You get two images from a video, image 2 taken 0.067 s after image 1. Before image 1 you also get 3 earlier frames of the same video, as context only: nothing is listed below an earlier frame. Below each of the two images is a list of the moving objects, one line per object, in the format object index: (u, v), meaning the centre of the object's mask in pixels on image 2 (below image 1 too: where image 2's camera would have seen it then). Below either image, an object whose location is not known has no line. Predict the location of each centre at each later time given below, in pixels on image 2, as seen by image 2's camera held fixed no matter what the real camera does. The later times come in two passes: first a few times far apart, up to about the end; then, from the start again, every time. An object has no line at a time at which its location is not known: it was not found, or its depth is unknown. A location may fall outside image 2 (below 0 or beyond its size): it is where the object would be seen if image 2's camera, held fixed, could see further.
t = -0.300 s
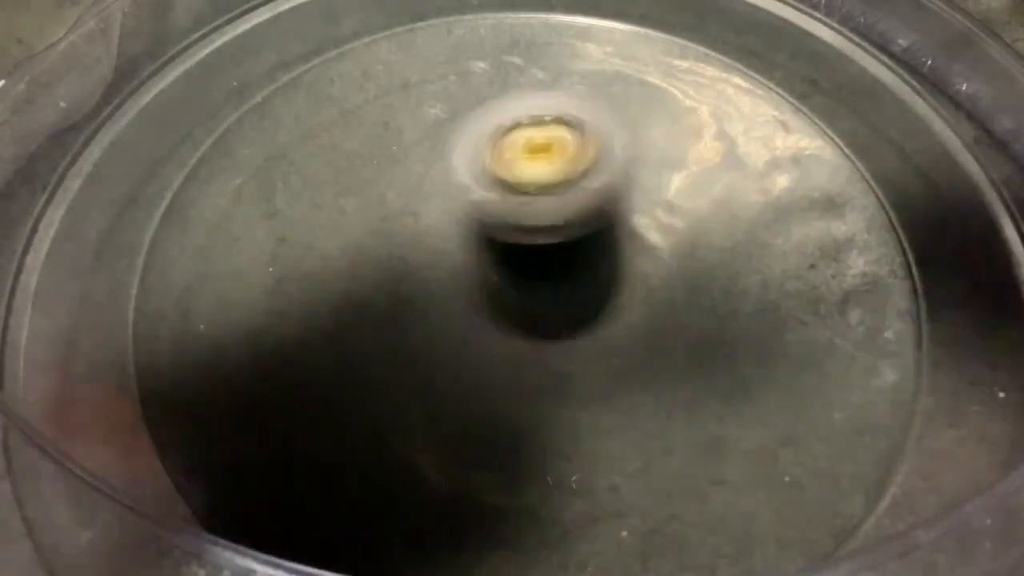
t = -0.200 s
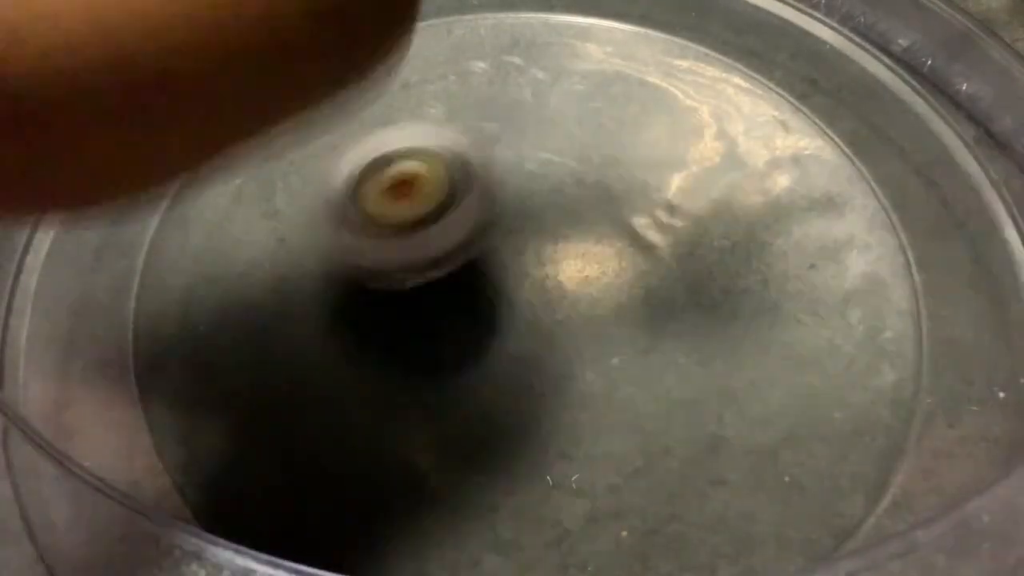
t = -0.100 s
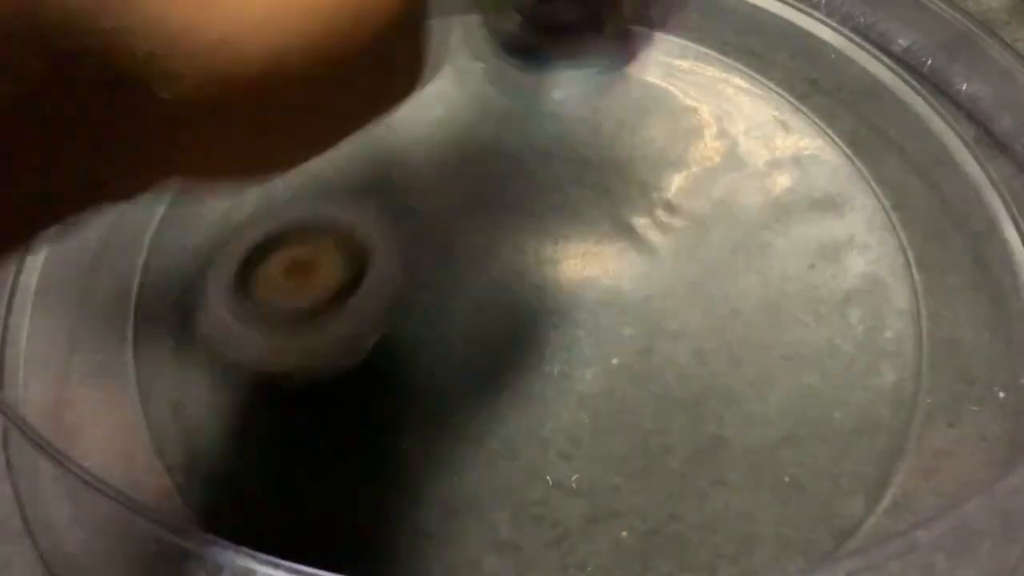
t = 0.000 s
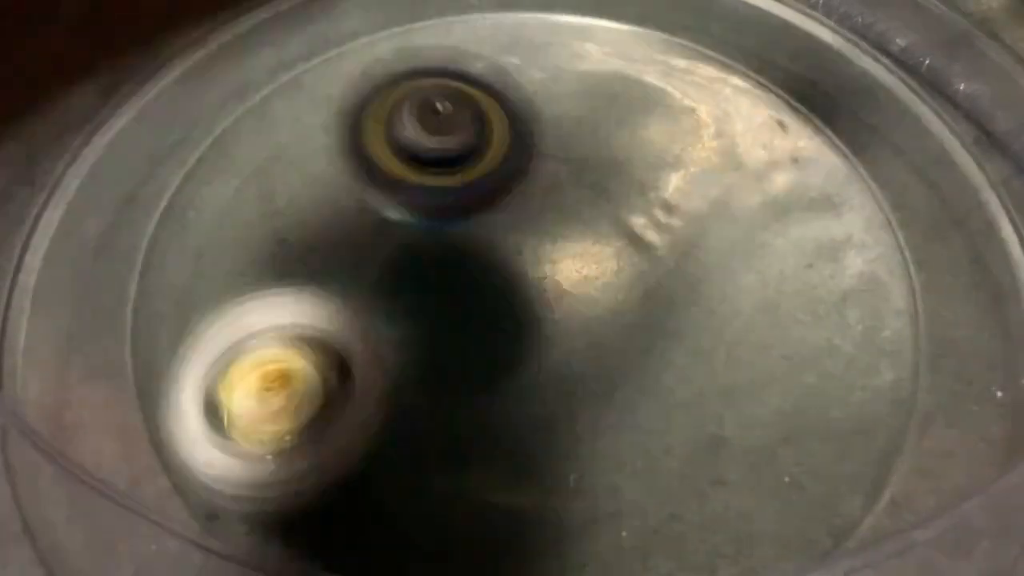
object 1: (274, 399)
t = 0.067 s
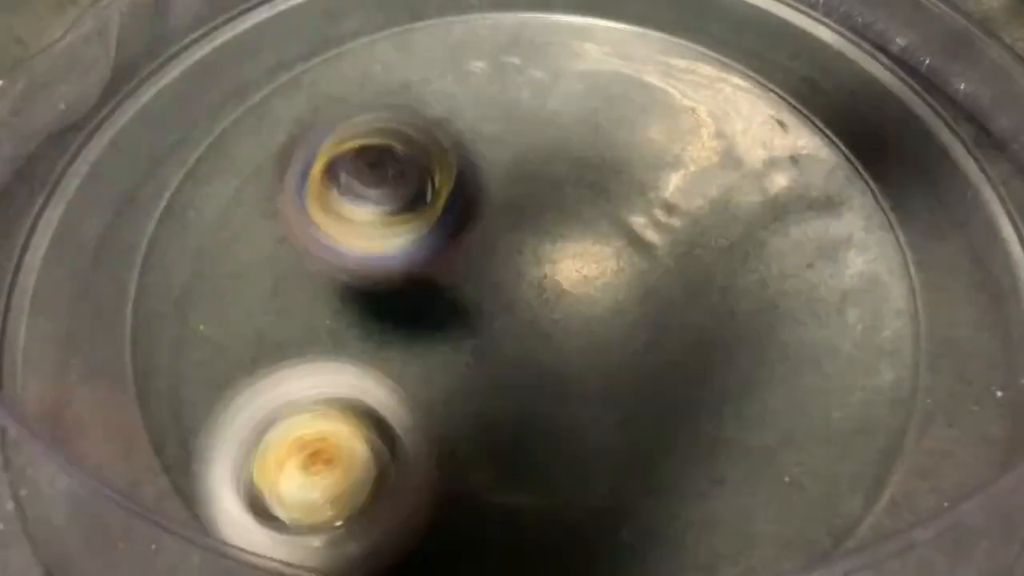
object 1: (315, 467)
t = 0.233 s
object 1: (593, 513)
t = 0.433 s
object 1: (847, 381)
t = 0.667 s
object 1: (762, 231)
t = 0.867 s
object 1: (621, 245)
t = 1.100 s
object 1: (526, 291)
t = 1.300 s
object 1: (607, 291)
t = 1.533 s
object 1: (549, 167)
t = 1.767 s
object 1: (387, 218)
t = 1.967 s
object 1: (473, 350)
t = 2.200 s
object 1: (609, 265)
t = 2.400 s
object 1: (494, 194)
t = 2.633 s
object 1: (445, 303)
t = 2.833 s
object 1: (592, 301)
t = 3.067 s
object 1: (541, 190)
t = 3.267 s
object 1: (444, 244)
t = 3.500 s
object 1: (558, 309)
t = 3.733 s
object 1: (567, 211)
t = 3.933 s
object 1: (483, 245)
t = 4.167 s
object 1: (556, 280)
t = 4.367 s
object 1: (542, 252)
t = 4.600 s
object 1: (530, 259)
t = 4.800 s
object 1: (532, 269)
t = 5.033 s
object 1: (543, 267)
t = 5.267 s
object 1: (548, 271)
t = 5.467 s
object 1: (542, 269)
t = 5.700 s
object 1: (539, 275)
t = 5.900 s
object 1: (541, 271)
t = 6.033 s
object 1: (539, 273)
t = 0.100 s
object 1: (354, 487)
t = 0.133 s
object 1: (404, 503)
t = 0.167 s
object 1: (466, 511)
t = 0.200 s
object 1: (528, 516)
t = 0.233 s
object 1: (593, 513)
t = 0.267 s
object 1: (647, 506)
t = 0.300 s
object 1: (682, 488)
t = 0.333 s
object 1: (716, 458)
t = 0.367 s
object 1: (761, 434)
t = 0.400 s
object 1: (812, 411)
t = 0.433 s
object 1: (847, 381)
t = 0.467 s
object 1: (869, 353)
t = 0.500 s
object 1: (875, 326)
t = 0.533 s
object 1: (867, 300)
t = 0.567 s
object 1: (852, 276)
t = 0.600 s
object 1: (827, 257)
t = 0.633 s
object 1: (795, 243)
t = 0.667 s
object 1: (762, 231)
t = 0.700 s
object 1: (723, 223)
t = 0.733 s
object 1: (684, 218)
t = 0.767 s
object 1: (671, 223)
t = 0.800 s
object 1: (659, 233)
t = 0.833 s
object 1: (642, 240)
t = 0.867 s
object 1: (621, 245)
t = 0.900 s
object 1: (601, 250)
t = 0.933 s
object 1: (579, 256)
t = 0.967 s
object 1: (561, 263)
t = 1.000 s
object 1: (545, 270)
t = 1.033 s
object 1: (531, 278)
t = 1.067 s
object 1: (522, 285)
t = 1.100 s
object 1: (526, 291)
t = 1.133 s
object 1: (538, 296)
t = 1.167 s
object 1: (553, 301)
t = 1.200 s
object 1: (566, 303)
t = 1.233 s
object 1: (581, 304)
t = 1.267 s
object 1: (596, 296)
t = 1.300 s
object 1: (607, 291)
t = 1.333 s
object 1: (615, 278)
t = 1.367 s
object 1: (617, 265)
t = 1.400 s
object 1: (614, 252)
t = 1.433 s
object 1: (604, 240)
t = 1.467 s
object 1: (591, 218)
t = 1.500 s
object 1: (569, 189)
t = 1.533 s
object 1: (549, 167)
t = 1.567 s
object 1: (523, 151)
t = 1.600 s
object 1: (495, 144)
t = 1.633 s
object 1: (465, 145)
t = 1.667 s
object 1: (436, 155)
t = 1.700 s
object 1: (414, 170)
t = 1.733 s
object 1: (395, 193)
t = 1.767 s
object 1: (387, 218)
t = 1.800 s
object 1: (384, 244)
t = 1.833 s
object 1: (388, 274)
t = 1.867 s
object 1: (399, 300)
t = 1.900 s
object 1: (417, 323)
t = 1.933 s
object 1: (444, 340)
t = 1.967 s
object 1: (473, 350)
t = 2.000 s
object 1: (506, 355)
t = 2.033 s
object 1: (536, 350)
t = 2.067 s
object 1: (565, 342)
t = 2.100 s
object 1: (589, 324)
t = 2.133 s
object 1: (603, 307)
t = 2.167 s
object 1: (610, 285)
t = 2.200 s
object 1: (609, 265)
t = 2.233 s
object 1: (602, 243)
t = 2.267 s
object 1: (585, 227)
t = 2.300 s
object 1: (567, 209)
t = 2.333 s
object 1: (544, 200)
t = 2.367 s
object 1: (519, 195)
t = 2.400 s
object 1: (494, 194)
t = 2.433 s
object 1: (469, 200)
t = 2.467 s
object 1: (449, 209)
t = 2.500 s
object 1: (432, 225)
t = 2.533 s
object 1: (423, 244)
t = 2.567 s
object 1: (421, 264)
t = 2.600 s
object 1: (427, 286)
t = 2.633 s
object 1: (445, 303)
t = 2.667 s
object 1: (464, 319)
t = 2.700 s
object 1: (491, 324)
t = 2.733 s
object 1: (519, 328)
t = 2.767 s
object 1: (547, 322)
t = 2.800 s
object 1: (572, 312)
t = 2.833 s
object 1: (592, 301)
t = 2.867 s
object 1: (602, 282)
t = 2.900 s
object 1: (607, 265)
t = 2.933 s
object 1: (605, 246)
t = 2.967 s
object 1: (593, 227)
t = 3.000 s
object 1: (582, 212)
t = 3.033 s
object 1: (564, 199)
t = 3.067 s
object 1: (541, 190)
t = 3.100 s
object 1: (519, 185)
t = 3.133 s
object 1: (499, 188)
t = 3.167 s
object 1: (479, 195)
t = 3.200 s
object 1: (460, 209)
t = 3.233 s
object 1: (450, 225)
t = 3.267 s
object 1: (444, 244)
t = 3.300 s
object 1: (444, 266)
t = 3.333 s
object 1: (451, 284)
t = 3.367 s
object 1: (468, 298)
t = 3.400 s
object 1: (487, 311)
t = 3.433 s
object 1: (510, 317)
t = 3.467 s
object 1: (534, 317)
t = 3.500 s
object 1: (558, 309)
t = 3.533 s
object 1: (578, 300)
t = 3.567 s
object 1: (594, 287)
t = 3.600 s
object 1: (601, 272)
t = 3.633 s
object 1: (599, 254)
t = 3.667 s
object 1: (594, 238)
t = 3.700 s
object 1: (582, 223)
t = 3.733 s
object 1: (567, 211)
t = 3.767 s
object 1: (549, 206)
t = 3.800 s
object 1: (530, 206)
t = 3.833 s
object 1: (511, 212)
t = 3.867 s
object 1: (497, 221)
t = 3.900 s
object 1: (487, 232)
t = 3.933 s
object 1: (483, 245)
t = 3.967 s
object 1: (486, 257)
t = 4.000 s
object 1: (493, 270)
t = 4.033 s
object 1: (505, 279)
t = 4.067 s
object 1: (519, 286)
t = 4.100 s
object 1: (533, 287)
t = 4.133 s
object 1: (546, 285)
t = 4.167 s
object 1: (556, 280)
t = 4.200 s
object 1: (561, 275)
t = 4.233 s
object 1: (561, 269)
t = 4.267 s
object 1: (560, 263)
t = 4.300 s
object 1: (556, 259)
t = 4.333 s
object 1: (549, 255)
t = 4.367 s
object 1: (542, 252)
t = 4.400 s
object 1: (536, 250)
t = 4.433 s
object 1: (530, 249)
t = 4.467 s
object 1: (526, 250)
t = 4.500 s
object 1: (524, 251)
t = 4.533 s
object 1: (524, 254)
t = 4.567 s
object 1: (527, 256)
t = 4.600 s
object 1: (530, 259)
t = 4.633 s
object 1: (532, 261)
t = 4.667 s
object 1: (534, 263)
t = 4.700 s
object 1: (534, 265)
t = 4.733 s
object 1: (534, 267)
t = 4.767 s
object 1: (533, 268)
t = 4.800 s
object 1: (532, 269)
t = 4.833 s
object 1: (533, 270)
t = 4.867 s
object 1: (534, 271)
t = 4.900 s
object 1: (537, 270)
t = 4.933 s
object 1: (539, 270)
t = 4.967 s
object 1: (540, 268)
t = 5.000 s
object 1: (541, 268)
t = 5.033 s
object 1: (543, 267)
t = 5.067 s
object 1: (543, 268)
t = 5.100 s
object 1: (543, 269)
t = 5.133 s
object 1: (543, 271)
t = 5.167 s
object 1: (545, 272)
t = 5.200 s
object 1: (547, 273)
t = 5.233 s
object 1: (548, 272)
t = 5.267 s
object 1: (548, 271)
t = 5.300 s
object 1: (547, 271)
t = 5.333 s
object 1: (546, 270)
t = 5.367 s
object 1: (544, 271)
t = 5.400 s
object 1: (543, 271)
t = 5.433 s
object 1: (543, 269)
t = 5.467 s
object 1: (542, 269)
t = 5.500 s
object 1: (542, 270)
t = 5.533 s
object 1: (541, 272)
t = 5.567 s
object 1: (541, 274)
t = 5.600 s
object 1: (541, 275)
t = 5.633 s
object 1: (540, 275)
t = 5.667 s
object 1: (540, 275)
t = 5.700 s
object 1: (539, 275)
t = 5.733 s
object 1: (540, 276)
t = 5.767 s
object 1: (541, 273)
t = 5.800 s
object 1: (540, 272)
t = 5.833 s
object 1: (540, 270)
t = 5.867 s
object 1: (541, 271)
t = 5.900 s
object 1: (541, 271)
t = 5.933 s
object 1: (540, 271)
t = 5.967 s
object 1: (539, 271)
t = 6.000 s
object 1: (539, 273)
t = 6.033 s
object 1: (539, 273)
